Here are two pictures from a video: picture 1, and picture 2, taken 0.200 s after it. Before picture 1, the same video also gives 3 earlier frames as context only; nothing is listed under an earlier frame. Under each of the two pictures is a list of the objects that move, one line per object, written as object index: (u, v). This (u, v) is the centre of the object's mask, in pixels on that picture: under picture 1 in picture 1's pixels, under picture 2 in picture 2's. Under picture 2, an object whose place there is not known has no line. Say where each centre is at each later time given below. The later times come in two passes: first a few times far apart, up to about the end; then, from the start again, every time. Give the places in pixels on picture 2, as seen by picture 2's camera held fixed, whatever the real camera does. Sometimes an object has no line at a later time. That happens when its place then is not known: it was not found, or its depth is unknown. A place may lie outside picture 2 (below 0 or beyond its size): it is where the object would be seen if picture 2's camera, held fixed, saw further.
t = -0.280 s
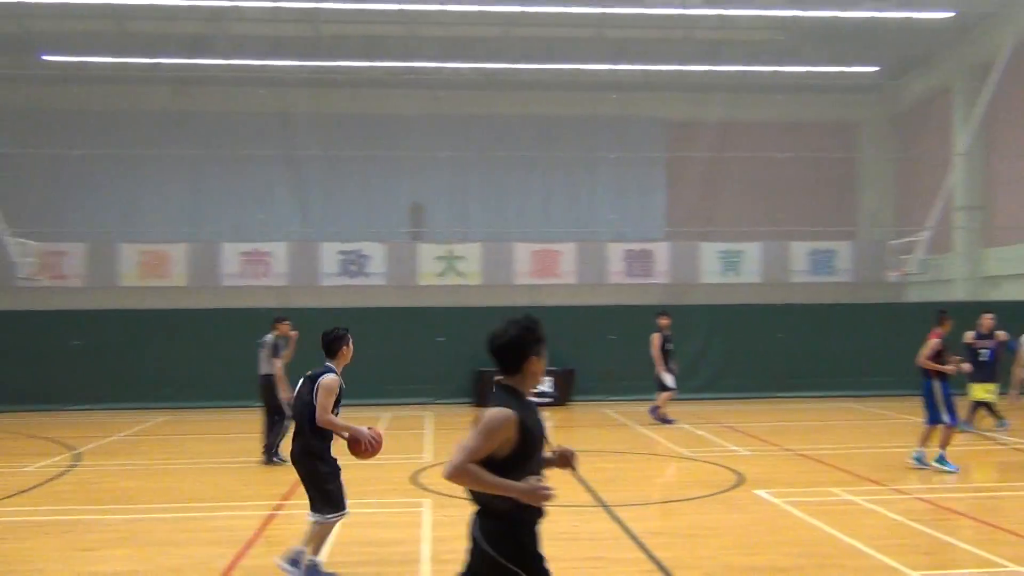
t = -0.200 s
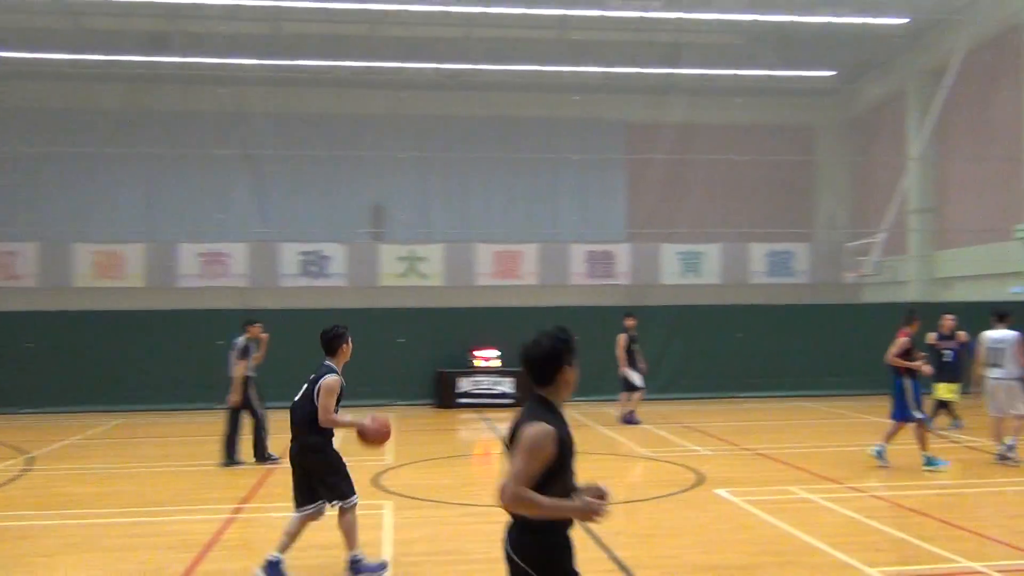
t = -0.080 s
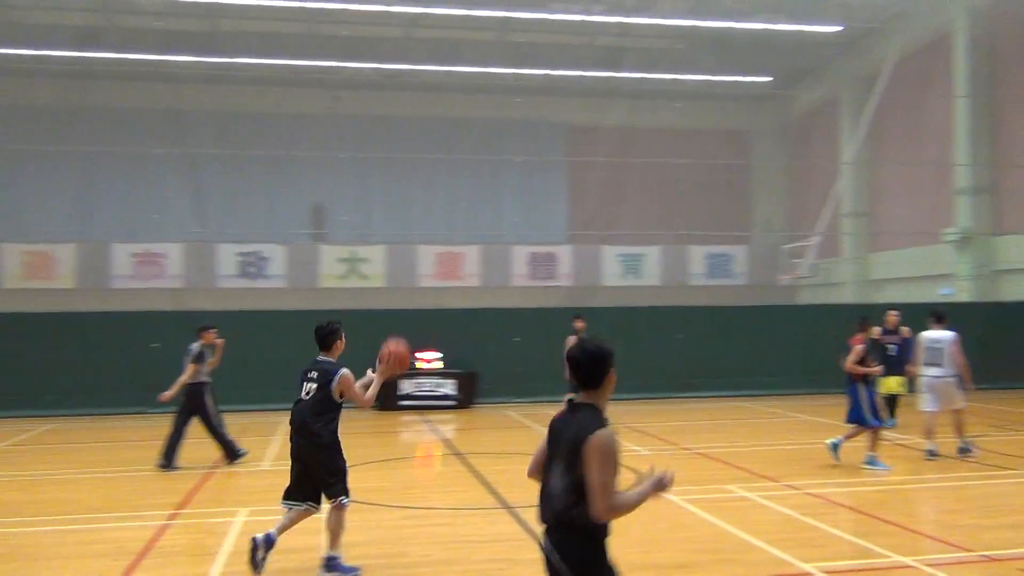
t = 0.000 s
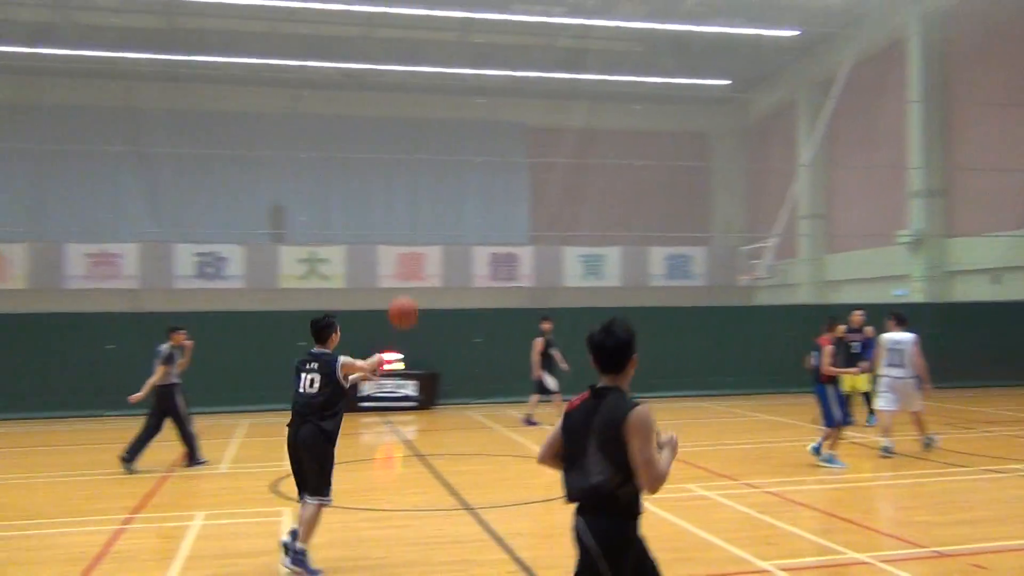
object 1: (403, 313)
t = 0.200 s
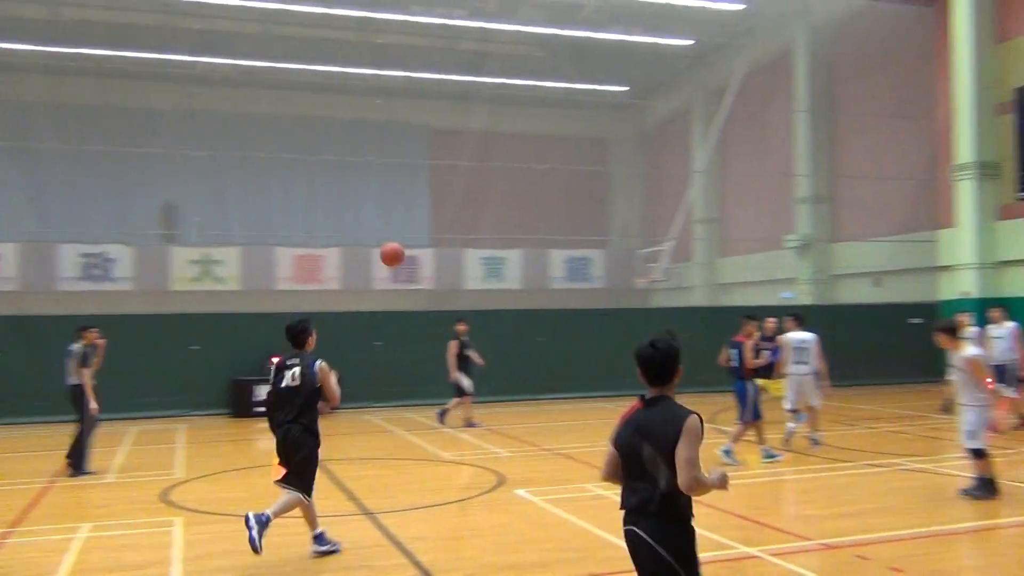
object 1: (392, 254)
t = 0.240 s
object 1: (406, 249)
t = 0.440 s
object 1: (464, 245)
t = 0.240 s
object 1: (406, 249)
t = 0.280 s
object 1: (418, 245)
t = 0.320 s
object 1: (431, 243)
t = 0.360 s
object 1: (443, 242)
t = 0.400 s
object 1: (453, 243)
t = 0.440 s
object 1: (464, 245)
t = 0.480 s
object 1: (473, 247)
